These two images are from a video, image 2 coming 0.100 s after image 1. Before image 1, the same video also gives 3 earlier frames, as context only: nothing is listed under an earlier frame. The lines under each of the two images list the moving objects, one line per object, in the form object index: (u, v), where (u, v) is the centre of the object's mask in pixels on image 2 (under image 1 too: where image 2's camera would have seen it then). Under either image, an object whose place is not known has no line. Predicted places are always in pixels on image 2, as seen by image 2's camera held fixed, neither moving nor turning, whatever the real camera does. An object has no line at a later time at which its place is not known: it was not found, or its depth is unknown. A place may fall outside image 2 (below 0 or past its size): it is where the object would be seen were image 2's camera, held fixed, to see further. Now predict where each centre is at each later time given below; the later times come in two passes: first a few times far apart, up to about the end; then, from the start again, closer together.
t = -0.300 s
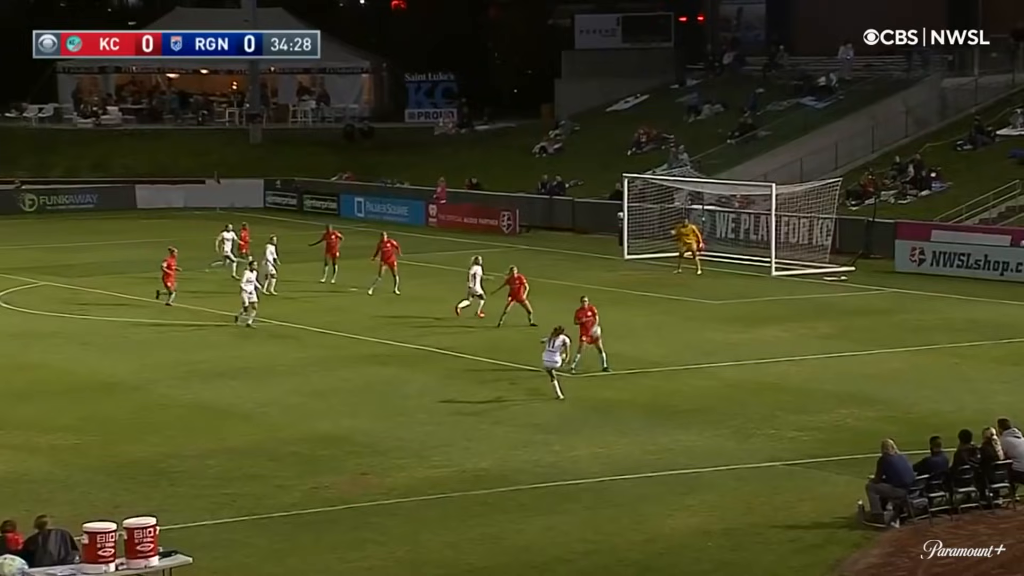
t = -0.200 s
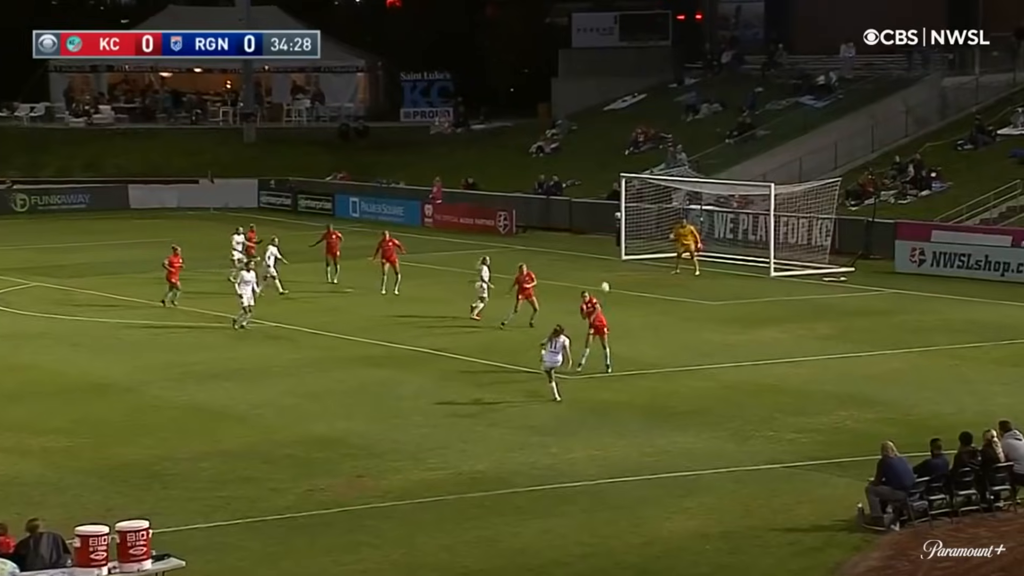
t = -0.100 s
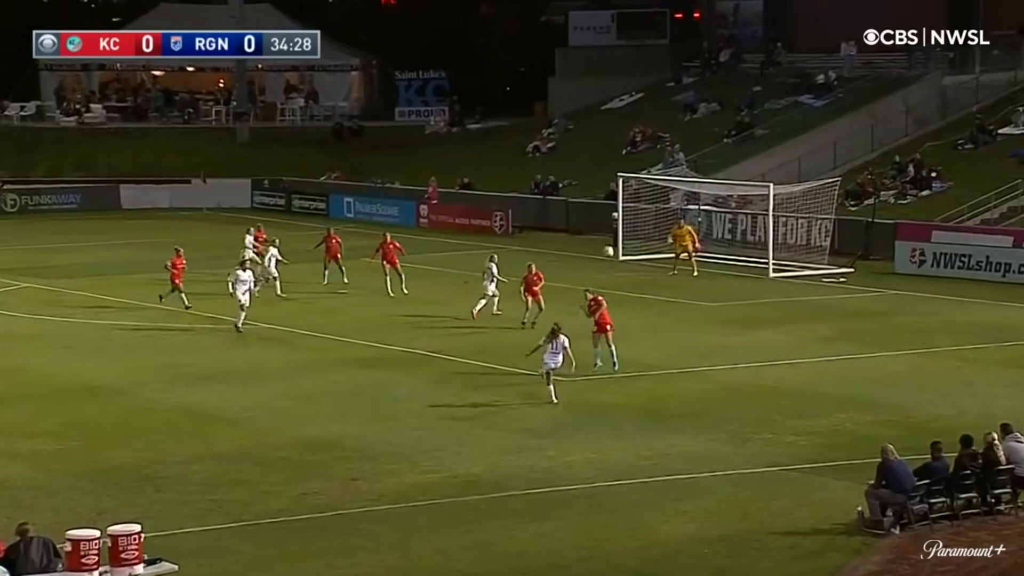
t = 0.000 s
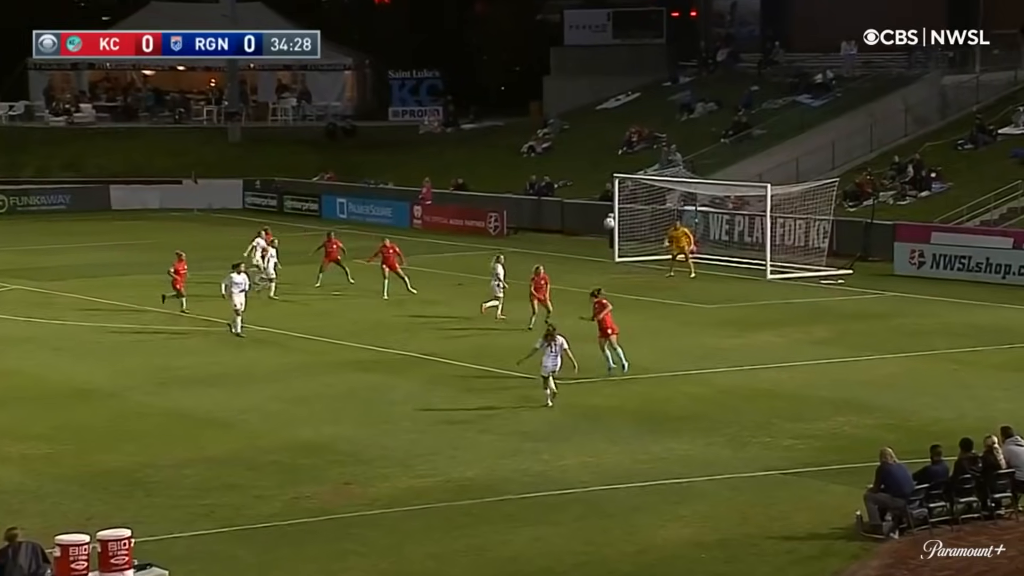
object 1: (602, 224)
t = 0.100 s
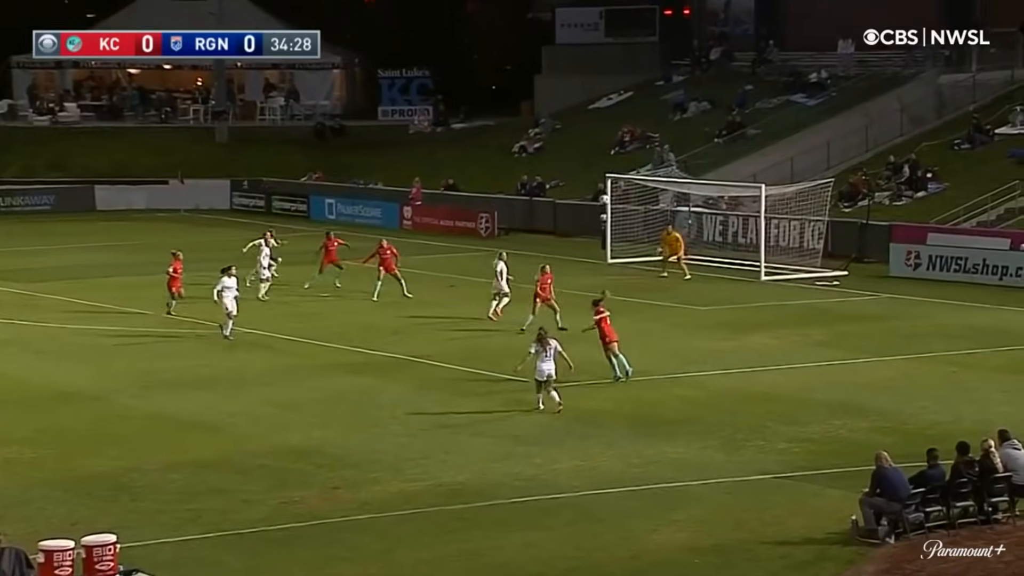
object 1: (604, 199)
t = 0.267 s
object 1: (606, 172)
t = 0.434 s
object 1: (601, 158)
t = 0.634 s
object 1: (592, 155)
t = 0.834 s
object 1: (578, 170)
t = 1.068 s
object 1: (557, 207)
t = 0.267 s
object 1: (606, 172)
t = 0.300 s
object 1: (606, 168)
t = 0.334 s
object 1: (605, 165)
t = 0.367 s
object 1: (604, 162)
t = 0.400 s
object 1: (603, 161)
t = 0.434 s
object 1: (601, 158)
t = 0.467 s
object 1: (601, 156)
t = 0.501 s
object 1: (600, 155)
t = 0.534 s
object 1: (598, 154)
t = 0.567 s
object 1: (596, 154)
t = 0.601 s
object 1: (594, 155)
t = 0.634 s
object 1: (592, 155)
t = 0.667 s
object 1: (590, 157)
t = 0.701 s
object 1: (587, 158)
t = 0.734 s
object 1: (585, 160)
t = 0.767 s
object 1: (583, 164)
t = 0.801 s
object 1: (580, 167)
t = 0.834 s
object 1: (578, 170)
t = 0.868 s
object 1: (575, 174)
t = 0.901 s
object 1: (573, 179)
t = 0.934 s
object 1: (570, 183)
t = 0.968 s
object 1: (567, 188)
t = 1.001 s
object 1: (564, 194)
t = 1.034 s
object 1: (560, 200)
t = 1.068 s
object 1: (557, 207)
